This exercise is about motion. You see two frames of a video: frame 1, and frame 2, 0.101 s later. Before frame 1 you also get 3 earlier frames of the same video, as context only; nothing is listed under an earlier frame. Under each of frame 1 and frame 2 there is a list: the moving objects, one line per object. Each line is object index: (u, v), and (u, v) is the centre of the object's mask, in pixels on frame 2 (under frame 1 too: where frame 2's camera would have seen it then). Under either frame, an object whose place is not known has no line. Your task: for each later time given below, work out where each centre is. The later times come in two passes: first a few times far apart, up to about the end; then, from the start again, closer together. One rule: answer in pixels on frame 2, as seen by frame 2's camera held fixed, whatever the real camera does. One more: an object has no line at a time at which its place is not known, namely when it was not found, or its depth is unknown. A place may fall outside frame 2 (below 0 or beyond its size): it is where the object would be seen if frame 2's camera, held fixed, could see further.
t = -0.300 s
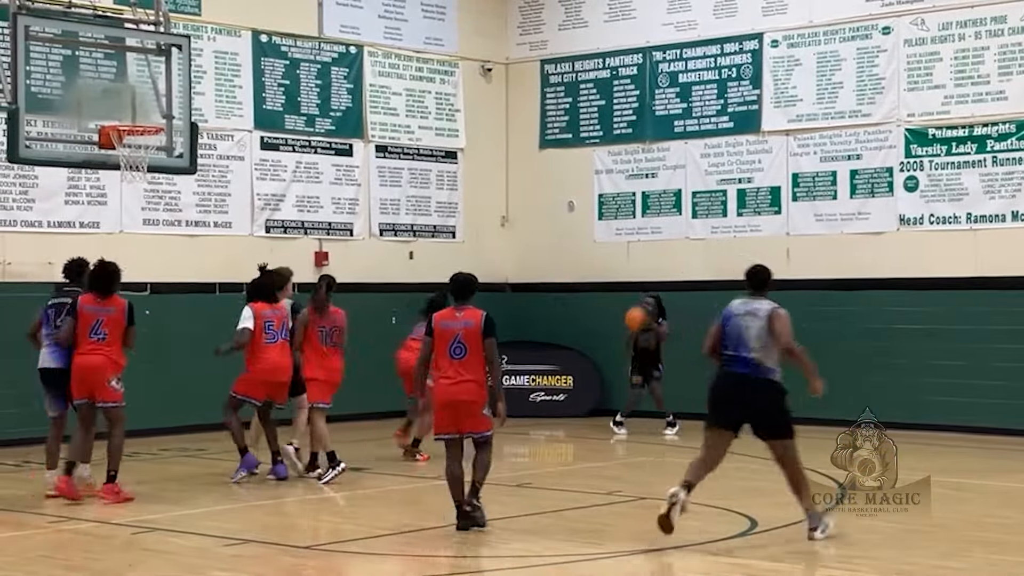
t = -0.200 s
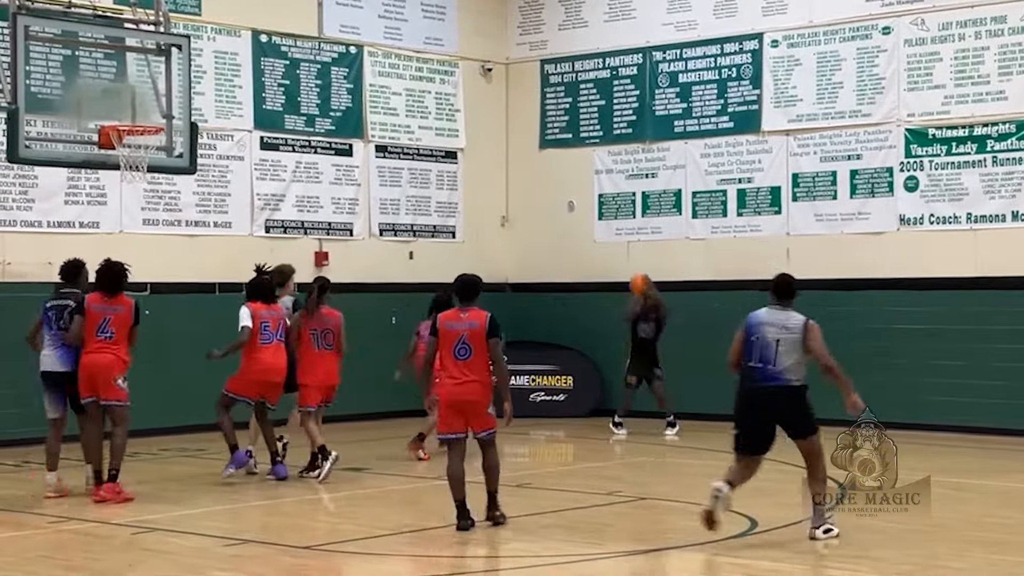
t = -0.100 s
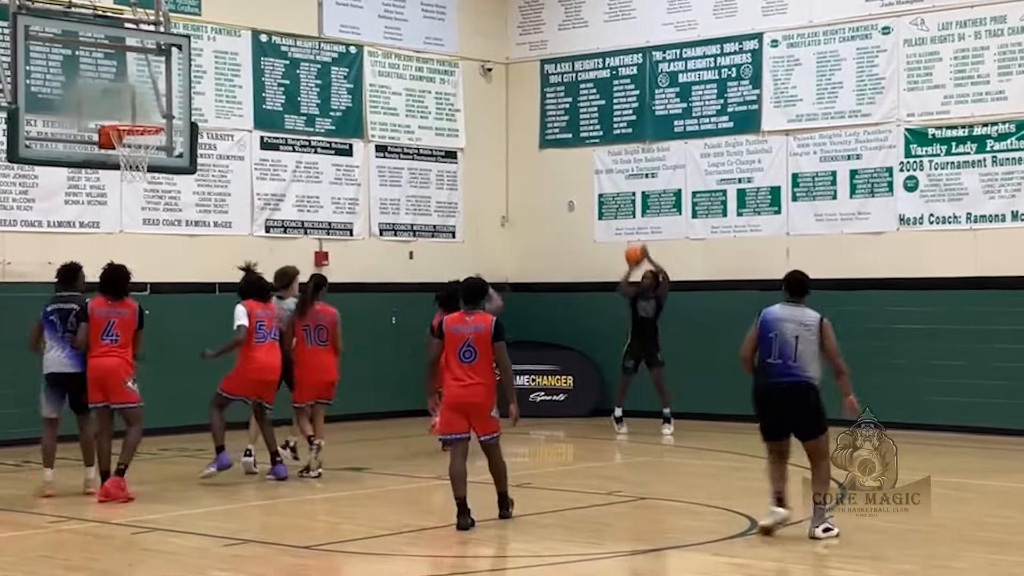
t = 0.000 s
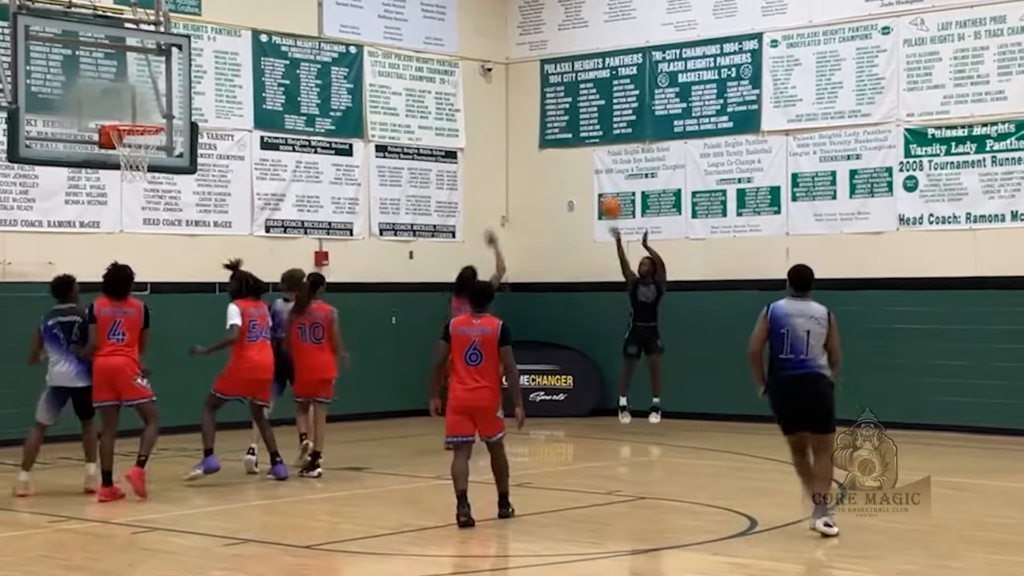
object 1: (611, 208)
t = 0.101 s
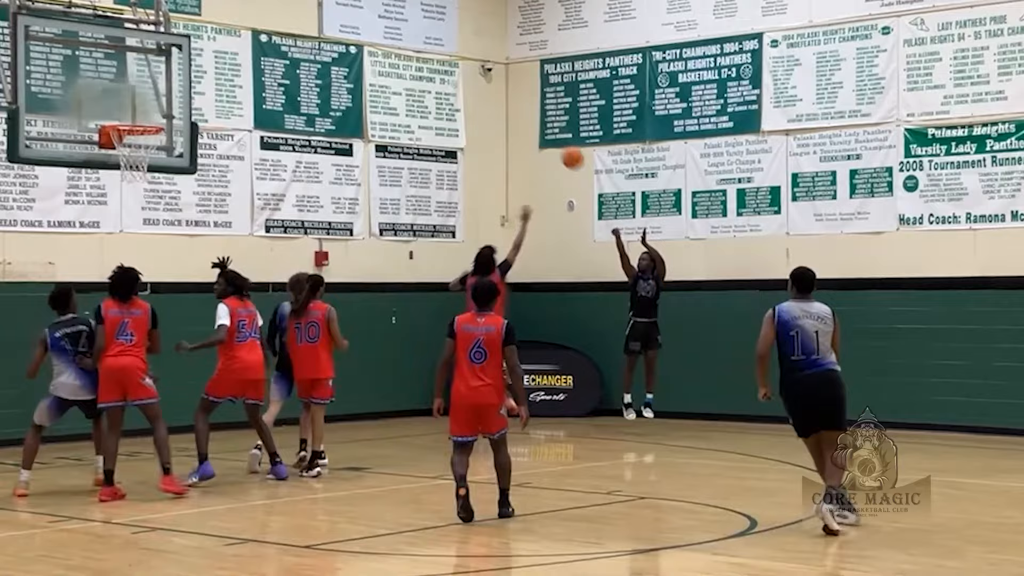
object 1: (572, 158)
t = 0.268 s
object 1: (505, 92)
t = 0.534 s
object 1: (391, 36)
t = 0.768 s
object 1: (283, 40)
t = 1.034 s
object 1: (147, 117)
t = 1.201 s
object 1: (104, 149)
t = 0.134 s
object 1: (559, 143)
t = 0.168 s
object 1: (545, 127)
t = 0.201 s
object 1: (533, 115)
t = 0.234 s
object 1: (519, 104)
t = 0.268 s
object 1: (505, 92)
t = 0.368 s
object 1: (464, 63)
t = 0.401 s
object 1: (450, 55)
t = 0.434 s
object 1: (435, 48)
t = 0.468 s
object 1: (421, 43)
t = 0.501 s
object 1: (406, 39)
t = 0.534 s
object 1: (391, 36)
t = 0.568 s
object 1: (376, 32)
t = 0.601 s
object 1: (361, 31)
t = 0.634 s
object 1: (346, 30)
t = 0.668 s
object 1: (330, 31)
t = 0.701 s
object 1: (315, 33)
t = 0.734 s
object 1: (299, 35)
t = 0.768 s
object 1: (283, 40)
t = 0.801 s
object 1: (267, 45)
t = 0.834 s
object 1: (251, 52)
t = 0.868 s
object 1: (234, 60)
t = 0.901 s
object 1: (217, 70)
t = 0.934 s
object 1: (200, 81)
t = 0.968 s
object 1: (183, 93)
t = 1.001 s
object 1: (165, 106)
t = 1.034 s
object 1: (147, 117)
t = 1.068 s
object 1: (129, 138)
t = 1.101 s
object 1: (114, 146)
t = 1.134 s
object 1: (109, 148)
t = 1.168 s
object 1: (107, 148)
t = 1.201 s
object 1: (104, 149)
